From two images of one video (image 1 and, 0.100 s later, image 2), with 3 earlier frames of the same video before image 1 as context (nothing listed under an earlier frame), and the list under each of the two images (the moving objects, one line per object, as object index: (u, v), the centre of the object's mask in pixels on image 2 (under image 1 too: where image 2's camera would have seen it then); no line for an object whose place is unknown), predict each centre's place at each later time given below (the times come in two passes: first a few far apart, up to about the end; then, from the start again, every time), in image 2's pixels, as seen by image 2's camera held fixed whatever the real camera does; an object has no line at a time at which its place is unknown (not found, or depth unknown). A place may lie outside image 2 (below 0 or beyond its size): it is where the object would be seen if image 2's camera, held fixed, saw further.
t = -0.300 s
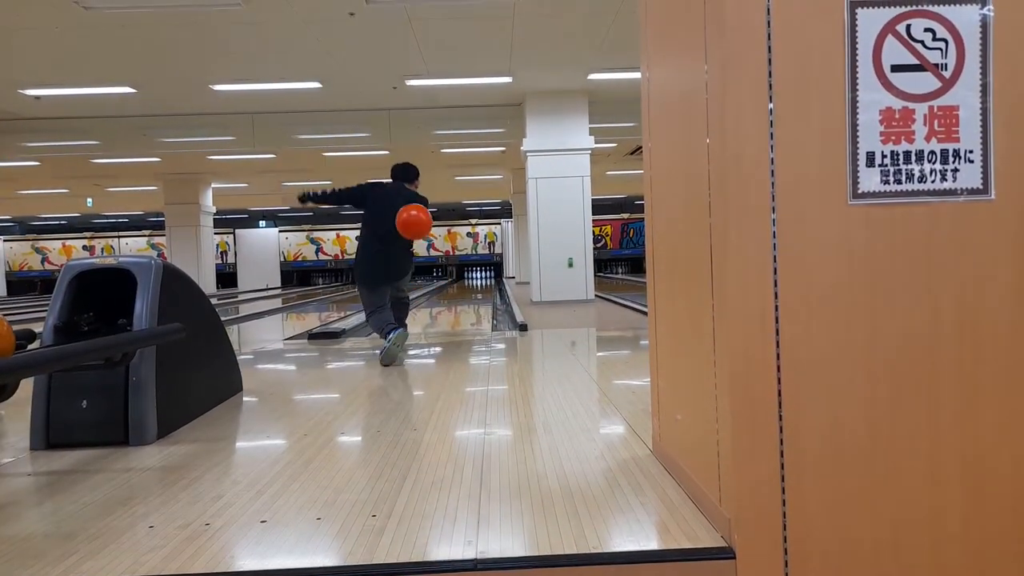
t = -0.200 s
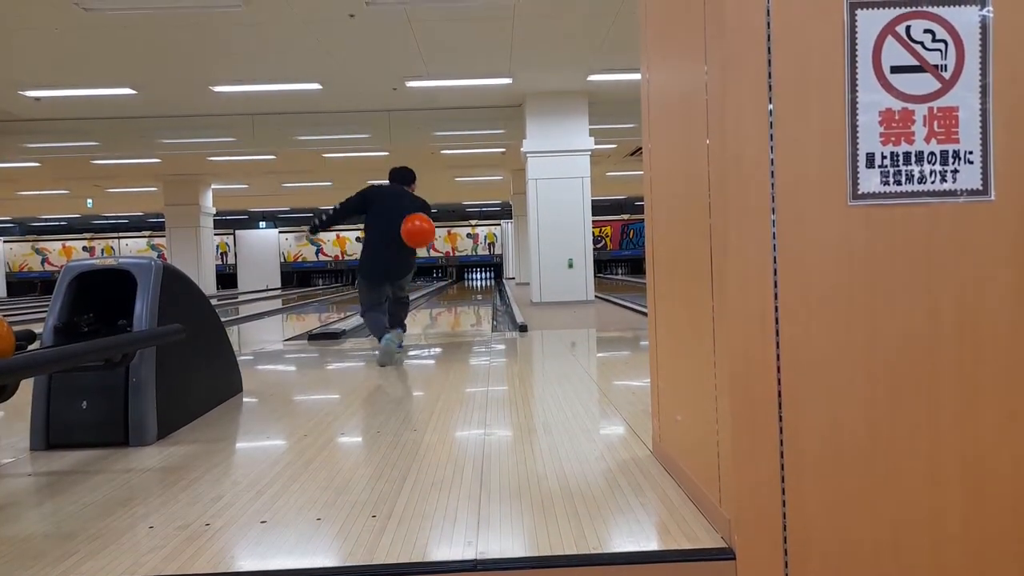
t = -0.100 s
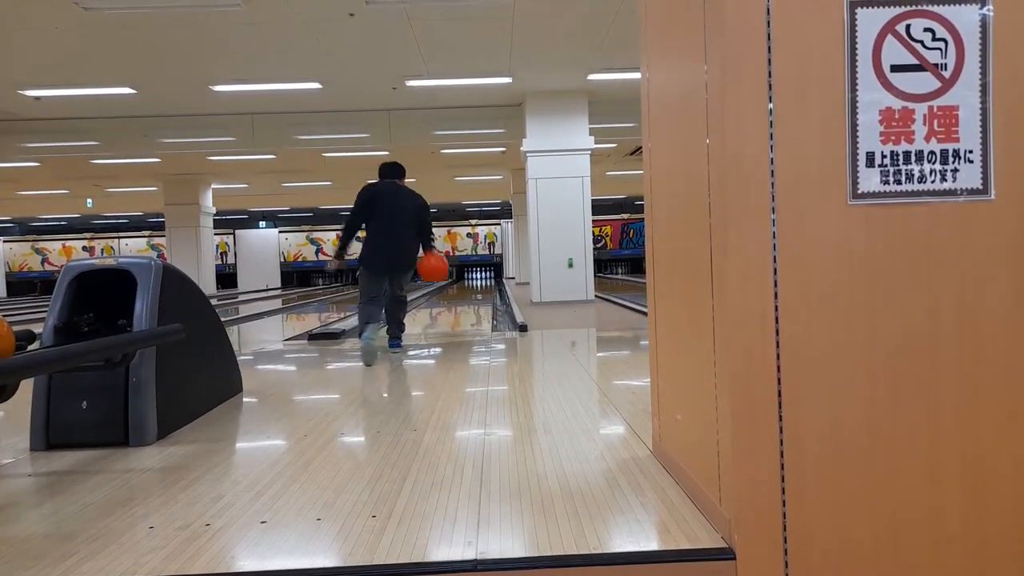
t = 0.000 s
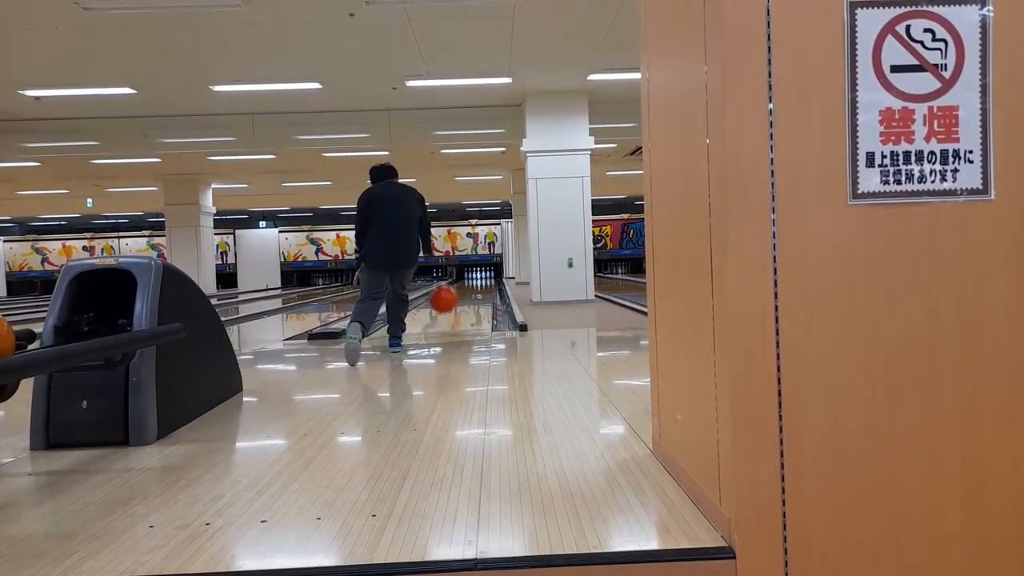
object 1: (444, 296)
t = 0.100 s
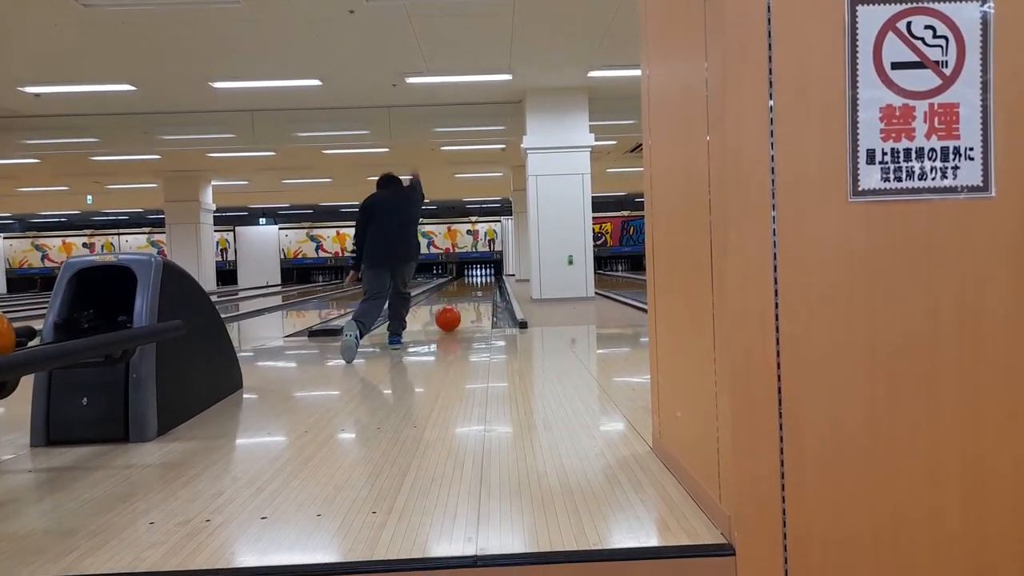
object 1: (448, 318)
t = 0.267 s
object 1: (452, 310)
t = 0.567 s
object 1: (457, 300)
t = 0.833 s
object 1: (460, 293)
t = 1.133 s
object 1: (462, 288)
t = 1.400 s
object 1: (463, 285)
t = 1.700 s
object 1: (464, 283)
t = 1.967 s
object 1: (466, 280)
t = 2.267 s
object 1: (466, 278)
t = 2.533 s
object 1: (467, 277)
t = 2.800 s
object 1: (467, 276)
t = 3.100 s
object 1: (467, 275)
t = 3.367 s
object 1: (468, 273)
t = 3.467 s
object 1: (467, 272)
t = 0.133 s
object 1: (449, 315)
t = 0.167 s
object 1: (450, 314)
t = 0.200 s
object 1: (451, 314)
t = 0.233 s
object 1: (452, 312)
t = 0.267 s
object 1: (452, 310)
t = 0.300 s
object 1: (453, 309)
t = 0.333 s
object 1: (453, 308)
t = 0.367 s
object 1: (454, 306)
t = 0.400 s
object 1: (455, 305)
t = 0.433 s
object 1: (455, 304)
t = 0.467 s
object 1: (456, 303)
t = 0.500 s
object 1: (456, 302)
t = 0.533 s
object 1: (457, 301)
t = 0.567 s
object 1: (457, 300)
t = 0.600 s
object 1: (457, 299)
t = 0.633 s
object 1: (458, 298)
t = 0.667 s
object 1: (458, 297)
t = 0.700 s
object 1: (459, 296)
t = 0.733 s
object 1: (459, 296)
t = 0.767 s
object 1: (459, 295)
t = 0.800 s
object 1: (460, 294)
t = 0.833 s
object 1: (460, 293)
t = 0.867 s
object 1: (461, 292)
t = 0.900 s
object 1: (461, 292)
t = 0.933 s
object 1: (461, 291)
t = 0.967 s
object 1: (461, 291)
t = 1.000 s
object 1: (462, 290)
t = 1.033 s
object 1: (462, 290)
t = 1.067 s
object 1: (461, 289)
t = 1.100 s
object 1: (461, 289)
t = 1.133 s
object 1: (462, 288)
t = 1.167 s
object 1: (462, 288)
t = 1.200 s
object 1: (462, 287)
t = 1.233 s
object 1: (462, 287)
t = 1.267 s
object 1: (463, 286)
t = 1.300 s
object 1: (463, 286)
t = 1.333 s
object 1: (463, 286)
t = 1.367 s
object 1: (463, 285)
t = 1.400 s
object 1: (463, 285)
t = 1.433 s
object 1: (463, 285)
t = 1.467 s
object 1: (464, 284)
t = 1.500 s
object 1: (464, 284)
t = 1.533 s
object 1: (464, 284)
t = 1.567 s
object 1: (464, 284)
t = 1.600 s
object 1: (464, 283)
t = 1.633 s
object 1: (464, 283)
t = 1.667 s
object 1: (464, 283)
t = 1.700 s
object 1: (464, 283)
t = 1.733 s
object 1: (464, 282)
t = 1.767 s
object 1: (464, 282)
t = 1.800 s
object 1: (464, 282)
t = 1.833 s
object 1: (465, 281)
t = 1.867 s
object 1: (465, 281)
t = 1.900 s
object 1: (465, 281)
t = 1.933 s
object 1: (465, 281)
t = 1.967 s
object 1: (466, 280)
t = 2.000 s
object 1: (466, 280)
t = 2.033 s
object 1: (466, 280)
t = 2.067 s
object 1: (466, 280)
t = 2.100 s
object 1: (466, 279)
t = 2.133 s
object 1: (466, 279)
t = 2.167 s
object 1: (466, 279)
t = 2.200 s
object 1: (466, 279)
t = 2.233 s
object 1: (466, 279)
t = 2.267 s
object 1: (466, 278)
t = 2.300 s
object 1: (466, 278)
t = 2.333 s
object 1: (467, 278)
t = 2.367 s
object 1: (467, 278)
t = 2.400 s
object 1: (467, 278)
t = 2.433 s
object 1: (467, 277)
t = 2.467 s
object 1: (467, 277)
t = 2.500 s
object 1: (467, 277)
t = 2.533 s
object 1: (467, 277)
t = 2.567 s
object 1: (467, 277)
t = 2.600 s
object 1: (467, 276)
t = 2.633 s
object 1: (467, 276)
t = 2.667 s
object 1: (467, 276)
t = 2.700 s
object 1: (467, 276)
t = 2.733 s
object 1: (467, 276)
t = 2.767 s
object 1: (467, 276)
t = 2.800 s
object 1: (467, 276)
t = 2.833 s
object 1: (467, 276)
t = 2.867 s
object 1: (467, 276)
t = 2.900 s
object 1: (467, 275)
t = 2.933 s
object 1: (467, 275)
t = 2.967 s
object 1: (467, 275)
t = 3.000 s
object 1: (467, 276)
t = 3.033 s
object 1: (467, 275)
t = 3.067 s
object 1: (467, 275)
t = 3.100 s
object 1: (467, 275)
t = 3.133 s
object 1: (467, 275)
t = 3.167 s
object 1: (467, 275)
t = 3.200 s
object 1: (467, 274)
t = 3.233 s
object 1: (467, 274)
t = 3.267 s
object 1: (467, 274)
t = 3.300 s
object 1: (467, 274)
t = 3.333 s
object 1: (467, 273)
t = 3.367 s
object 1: (468, 273)
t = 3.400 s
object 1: (467, 273)
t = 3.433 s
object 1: (467, 273)
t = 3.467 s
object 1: (467, 272)
